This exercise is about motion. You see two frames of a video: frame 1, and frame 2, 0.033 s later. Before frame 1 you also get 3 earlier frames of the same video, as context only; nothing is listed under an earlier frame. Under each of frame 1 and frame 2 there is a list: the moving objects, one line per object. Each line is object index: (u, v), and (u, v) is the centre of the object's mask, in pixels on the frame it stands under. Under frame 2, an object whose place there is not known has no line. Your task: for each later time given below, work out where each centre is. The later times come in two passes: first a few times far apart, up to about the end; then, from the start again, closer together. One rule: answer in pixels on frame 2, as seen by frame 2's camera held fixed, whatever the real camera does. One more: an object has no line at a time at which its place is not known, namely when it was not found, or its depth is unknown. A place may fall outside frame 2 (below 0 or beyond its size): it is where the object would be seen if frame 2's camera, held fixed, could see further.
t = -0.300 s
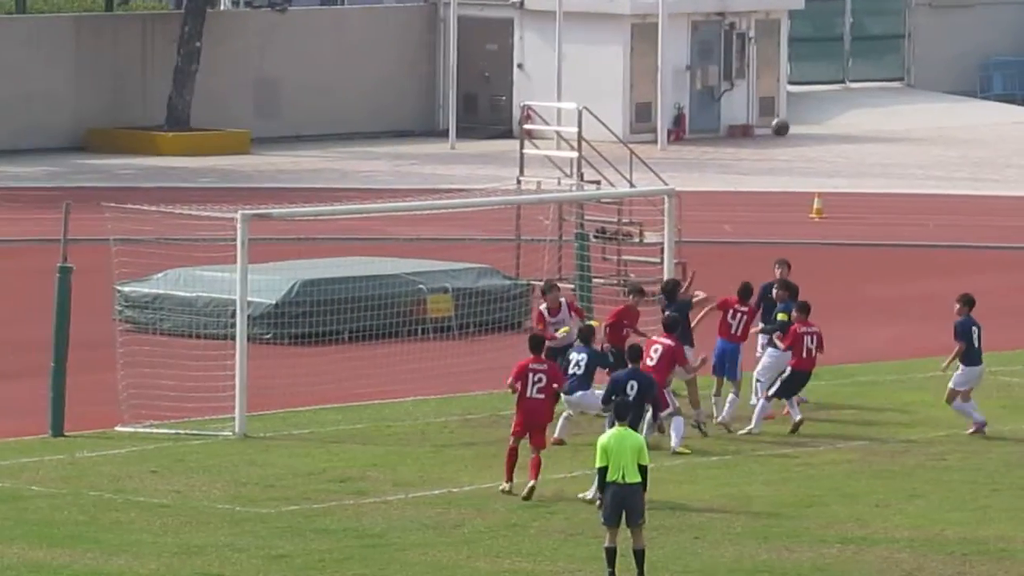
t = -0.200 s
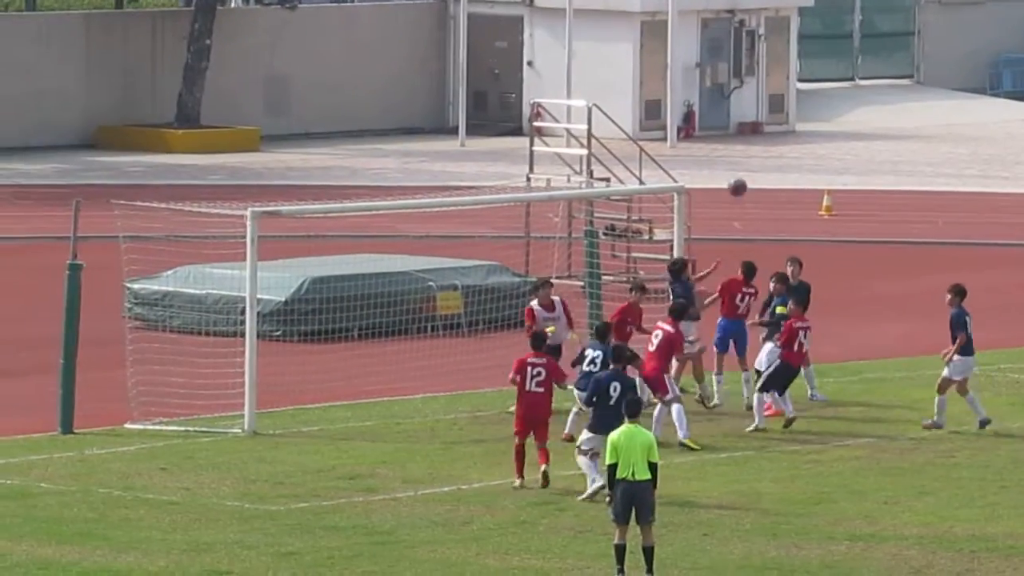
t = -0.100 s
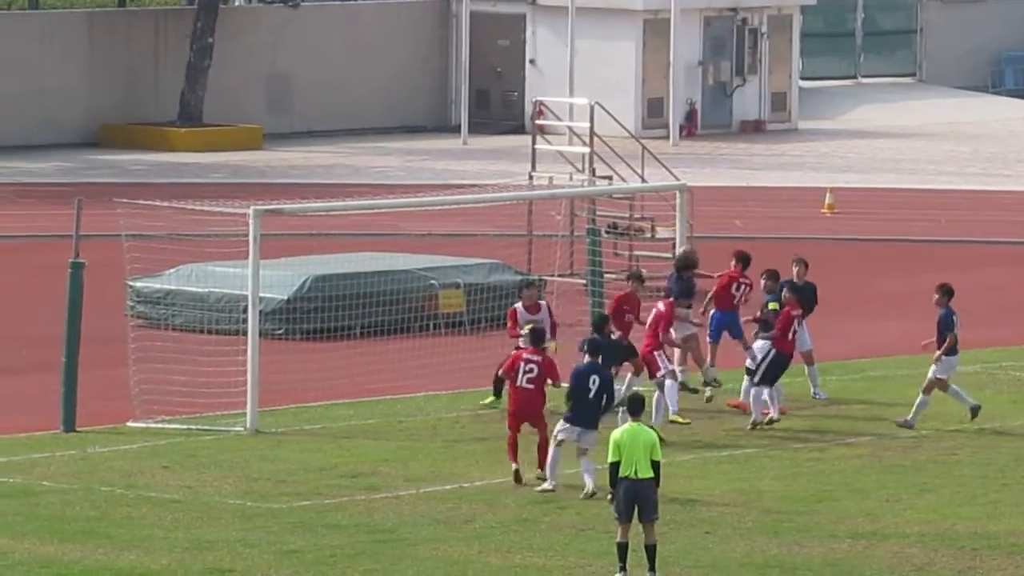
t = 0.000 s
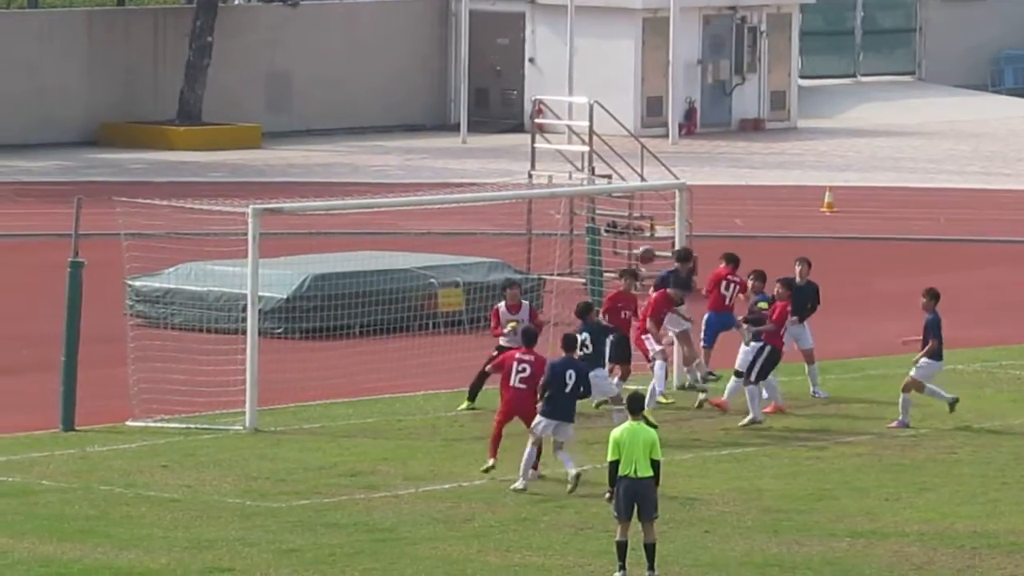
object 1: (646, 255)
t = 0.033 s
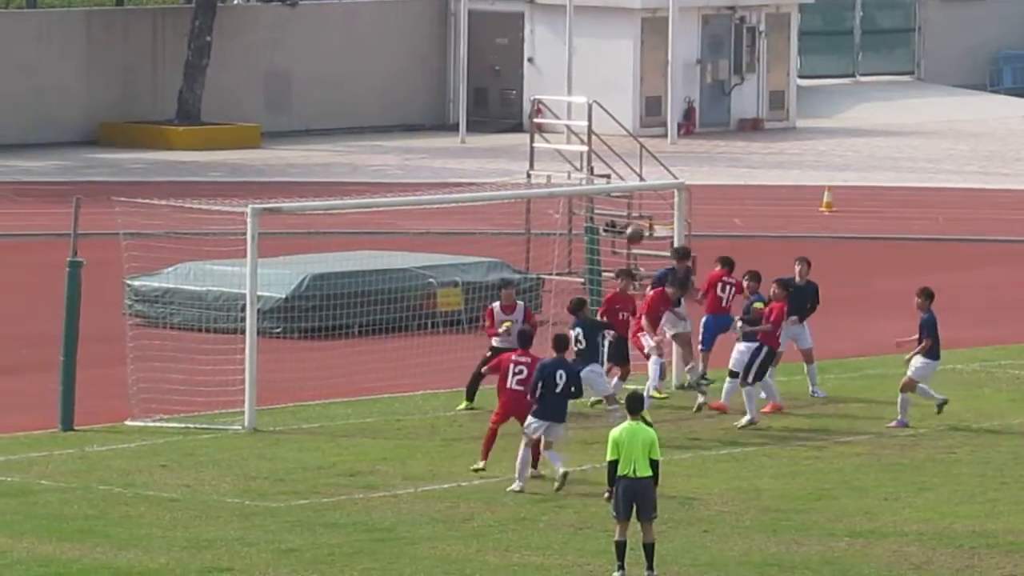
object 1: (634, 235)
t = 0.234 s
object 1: (572, 144)
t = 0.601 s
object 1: (457, 71)
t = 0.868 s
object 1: (374, 95)
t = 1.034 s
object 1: (323, 143)
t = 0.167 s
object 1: (593, 170)
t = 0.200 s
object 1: (583, 157)
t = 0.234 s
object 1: (572, 144)
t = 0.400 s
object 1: (520, 95)
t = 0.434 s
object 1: (509, 88)
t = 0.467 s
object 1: (498, 82)
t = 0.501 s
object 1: (487, 78)
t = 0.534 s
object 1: (477, 73)
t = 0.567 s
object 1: (468, 72)
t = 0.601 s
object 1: (457, 71)
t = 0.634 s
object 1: (447, 71)
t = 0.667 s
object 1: (436, 71)
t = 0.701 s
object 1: (425, 72)
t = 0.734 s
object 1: (415, 75)
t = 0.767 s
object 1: (405, 78)
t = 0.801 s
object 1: (395, 83)
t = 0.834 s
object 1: (385, 88)
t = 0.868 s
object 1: (374, 95)
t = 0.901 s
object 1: (364, 103)
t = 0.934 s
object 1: (353, 111)
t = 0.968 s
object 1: (343, 121)
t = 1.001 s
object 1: (333, 132)
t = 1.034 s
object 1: (323, 143)
